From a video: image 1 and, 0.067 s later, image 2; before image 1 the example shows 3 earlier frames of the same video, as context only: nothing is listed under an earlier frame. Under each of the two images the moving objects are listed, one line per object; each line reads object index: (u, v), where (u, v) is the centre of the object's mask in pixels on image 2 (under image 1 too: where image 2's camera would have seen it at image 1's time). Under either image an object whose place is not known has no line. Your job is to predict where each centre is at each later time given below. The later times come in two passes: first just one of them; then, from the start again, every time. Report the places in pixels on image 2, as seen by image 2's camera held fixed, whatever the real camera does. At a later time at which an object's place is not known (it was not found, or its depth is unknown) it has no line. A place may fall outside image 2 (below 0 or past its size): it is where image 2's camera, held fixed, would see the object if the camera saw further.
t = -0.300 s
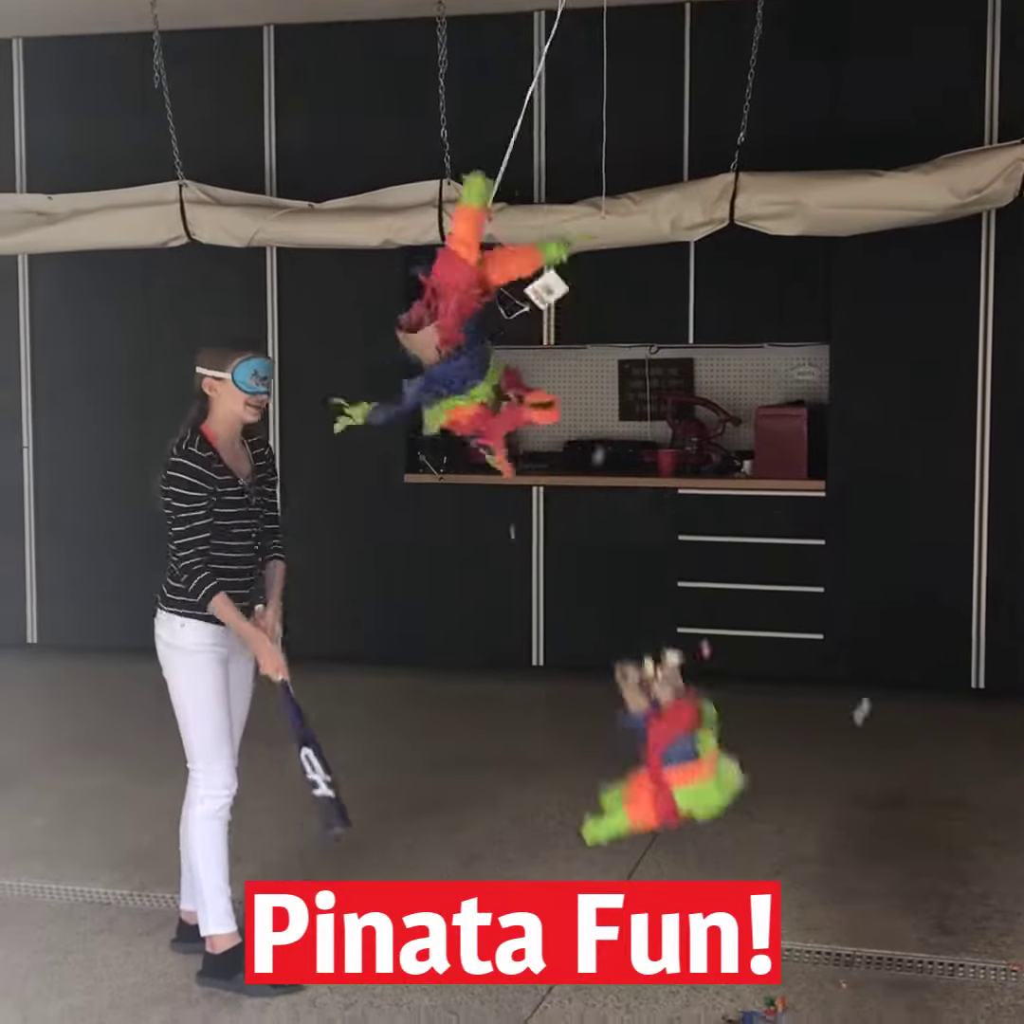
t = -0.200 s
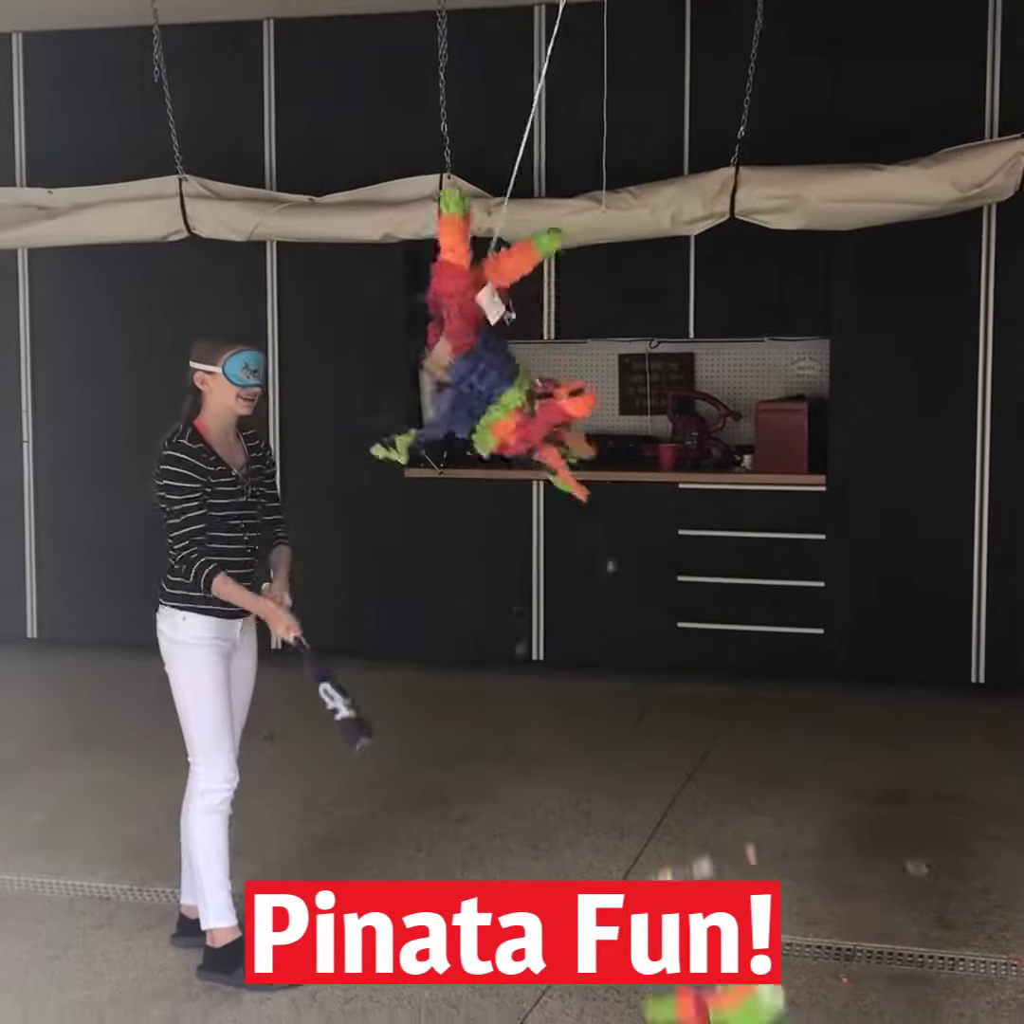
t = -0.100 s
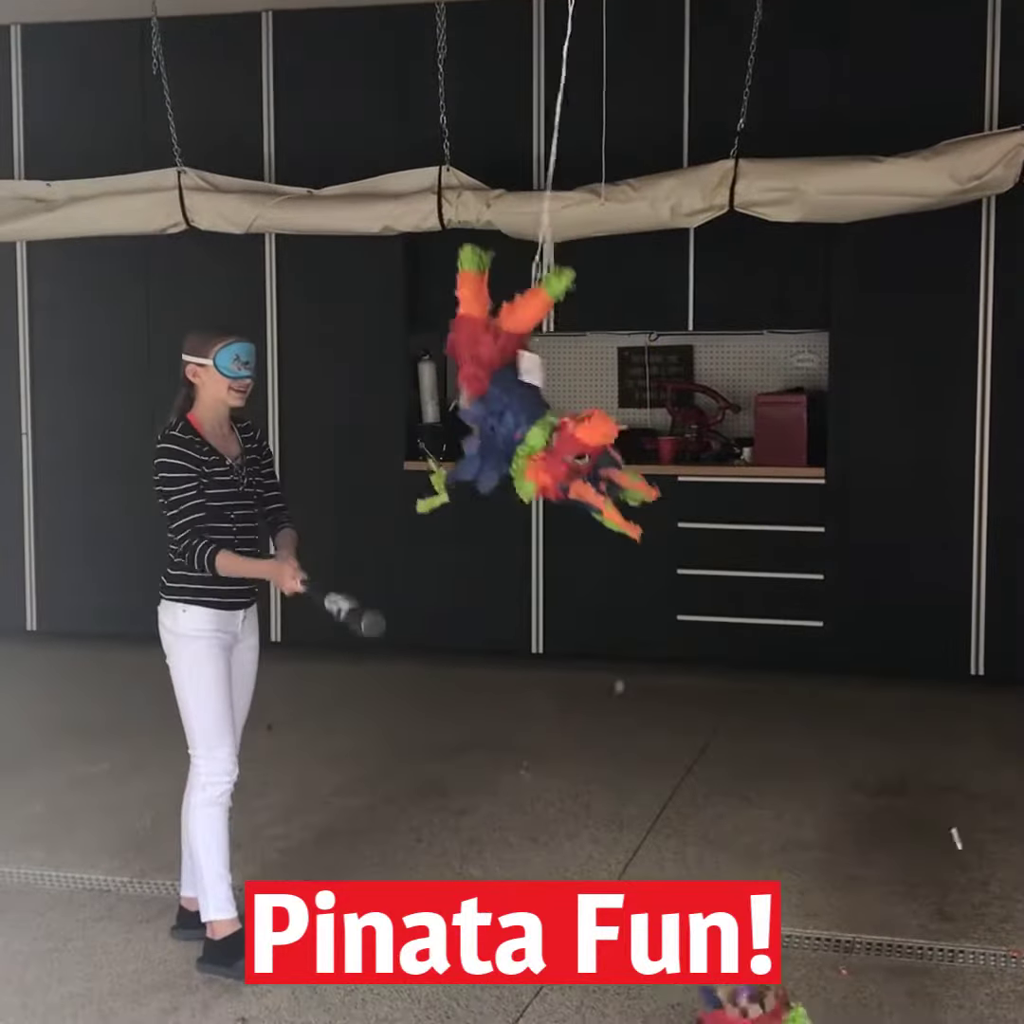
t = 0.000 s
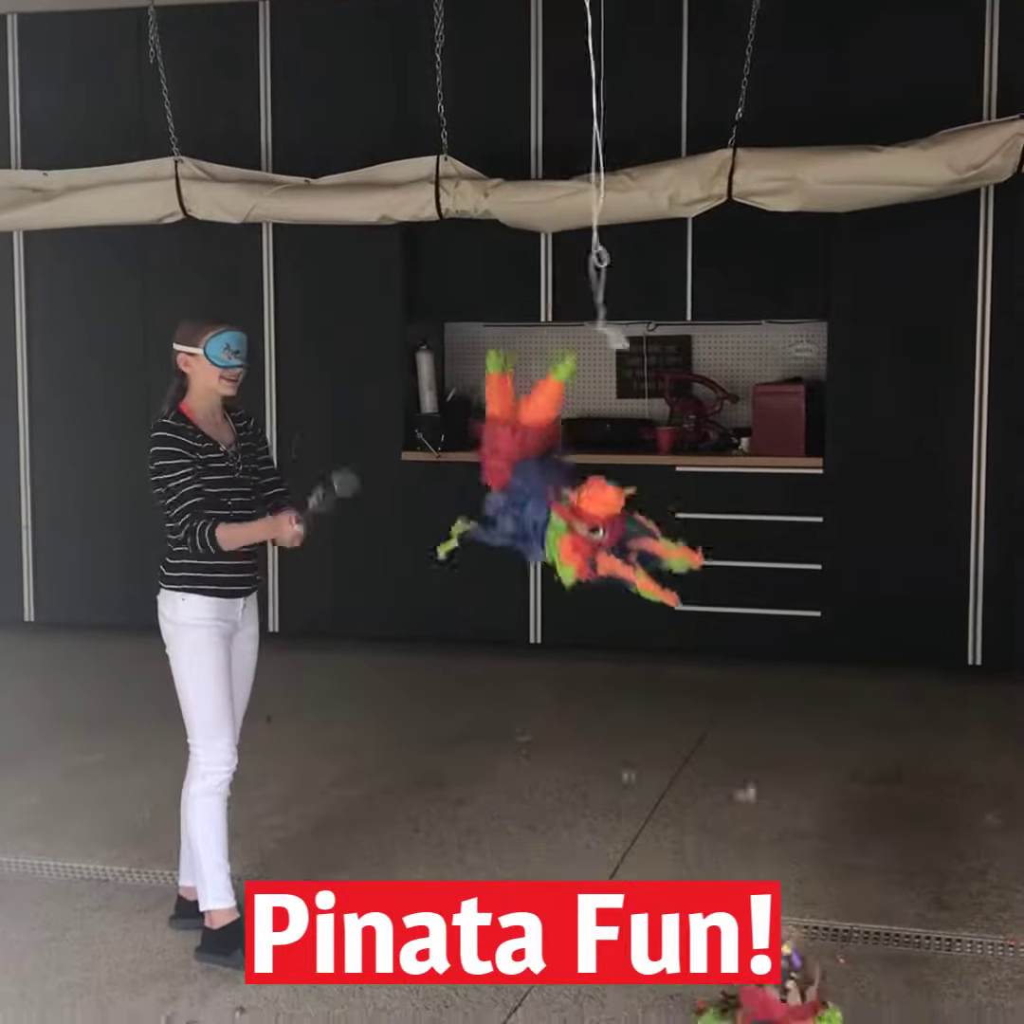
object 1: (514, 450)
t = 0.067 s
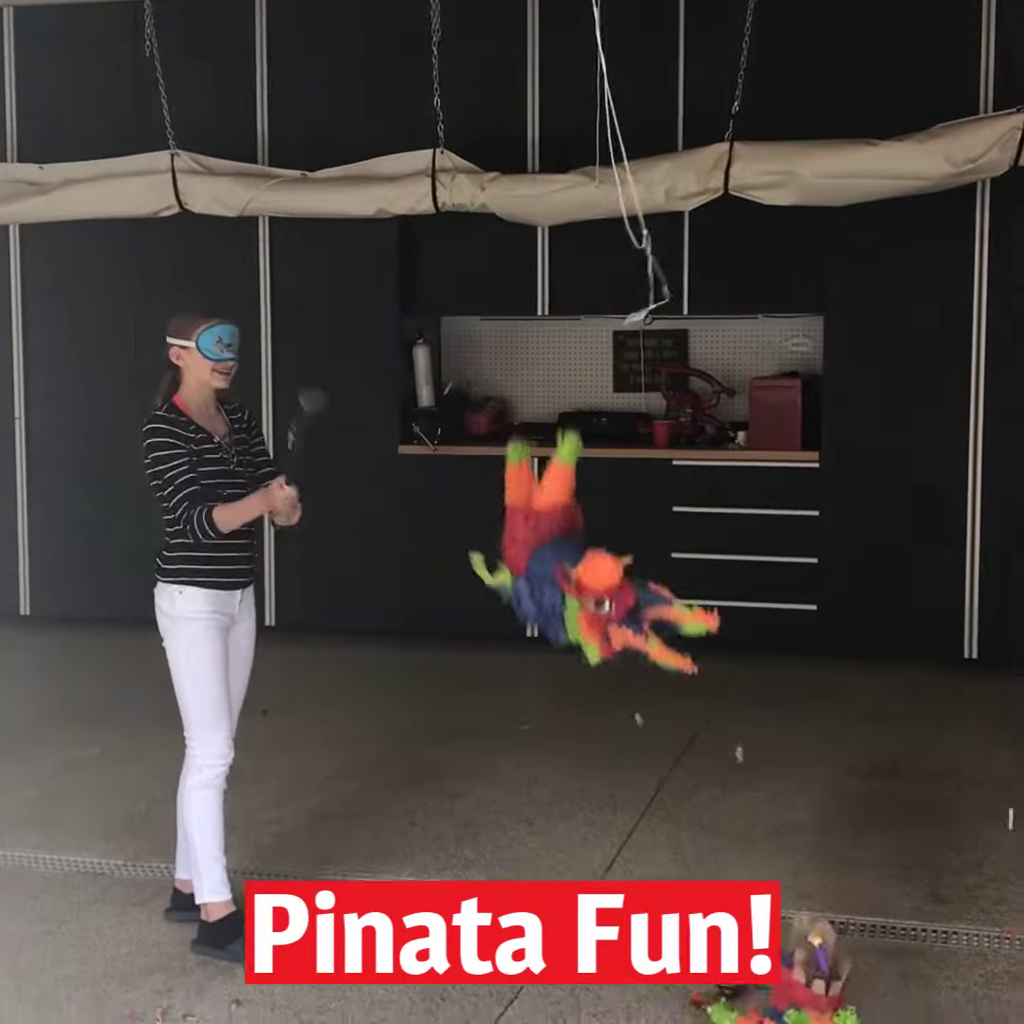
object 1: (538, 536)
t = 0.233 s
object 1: (590, 809)
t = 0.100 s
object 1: (549, 586)
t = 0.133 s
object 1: (560, 643)
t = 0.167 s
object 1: (570, 699)
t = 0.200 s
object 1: (580, 756)
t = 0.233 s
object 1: (590, 809)
